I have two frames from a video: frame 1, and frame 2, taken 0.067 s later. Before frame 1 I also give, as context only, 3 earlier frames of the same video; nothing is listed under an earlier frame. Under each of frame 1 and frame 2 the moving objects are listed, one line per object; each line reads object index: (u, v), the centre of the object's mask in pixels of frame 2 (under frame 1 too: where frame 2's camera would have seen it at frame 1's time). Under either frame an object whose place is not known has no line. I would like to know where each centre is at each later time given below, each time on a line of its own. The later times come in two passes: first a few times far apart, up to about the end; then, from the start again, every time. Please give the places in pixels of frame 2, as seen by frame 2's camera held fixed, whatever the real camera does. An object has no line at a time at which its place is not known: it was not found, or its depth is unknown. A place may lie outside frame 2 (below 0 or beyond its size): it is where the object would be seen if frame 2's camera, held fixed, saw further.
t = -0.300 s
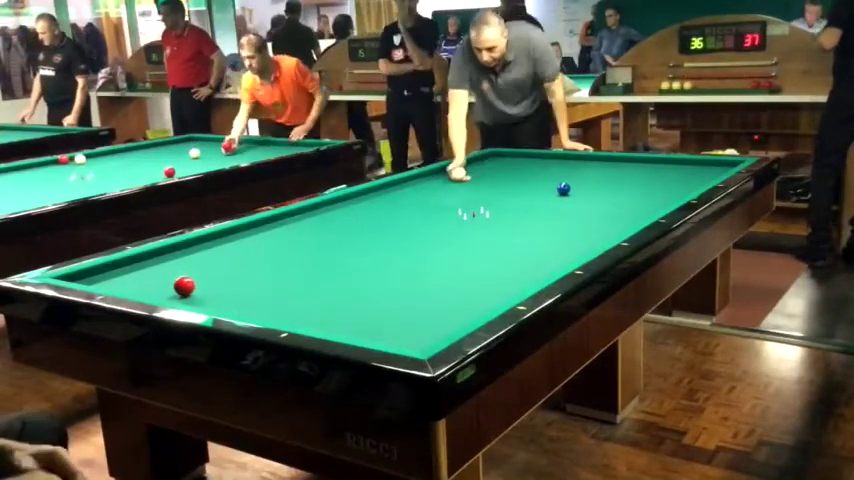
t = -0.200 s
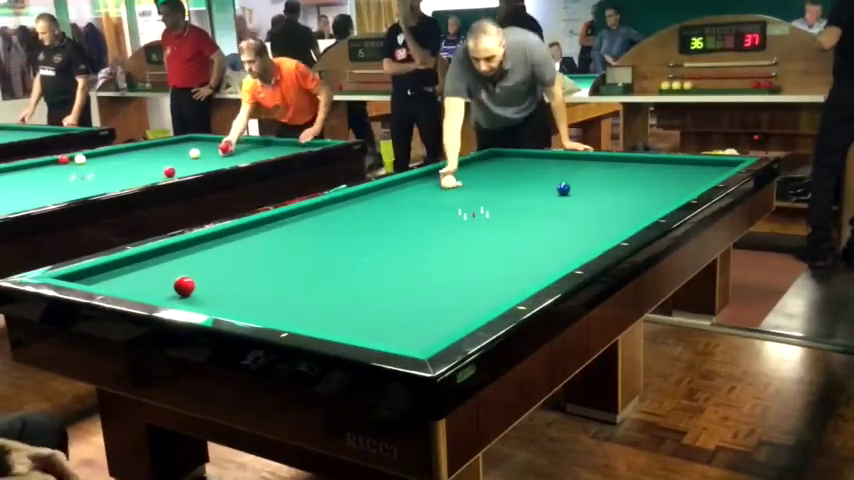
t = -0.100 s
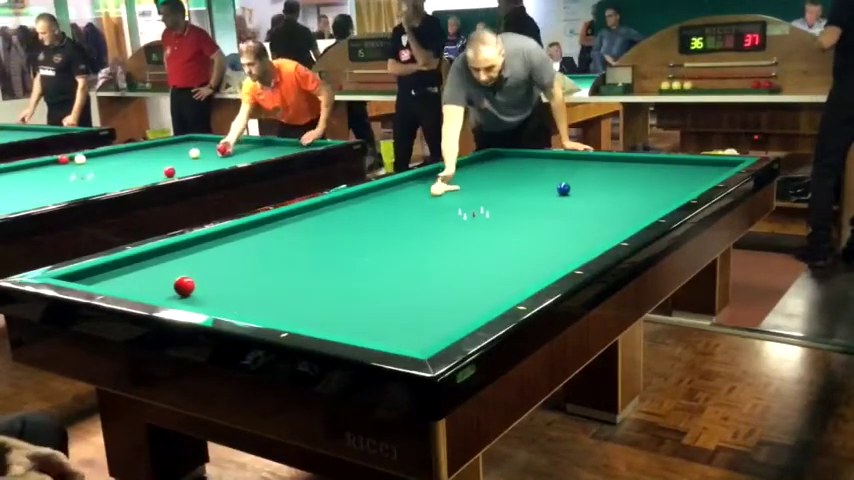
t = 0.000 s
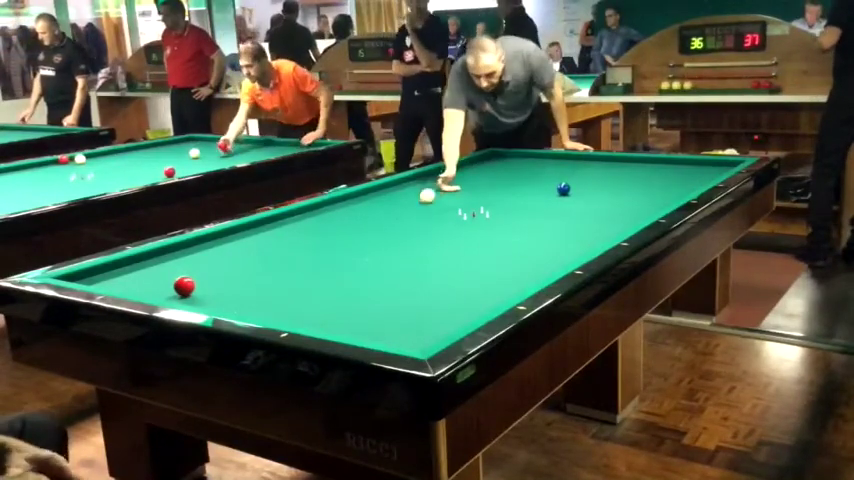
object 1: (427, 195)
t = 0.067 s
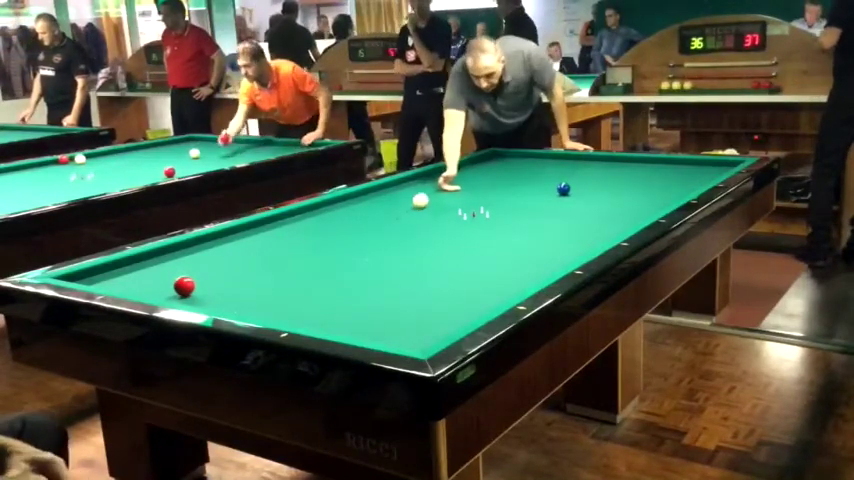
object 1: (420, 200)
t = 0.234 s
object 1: (402, 212)
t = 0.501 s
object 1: (369, 234)
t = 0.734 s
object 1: (335, 257)
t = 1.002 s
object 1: (285, 290)
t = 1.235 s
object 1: (272, 308)
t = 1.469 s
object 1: (339, 290)
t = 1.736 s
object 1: (395, 276)
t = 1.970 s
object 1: (439, 266)
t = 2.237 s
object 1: (485, 255)
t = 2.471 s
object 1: (521, 246)
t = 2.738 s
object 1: (560, 237)
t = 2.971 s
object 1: (592, 230)
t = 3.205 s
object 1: (620, 222)
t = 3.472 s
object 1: (644, 213)
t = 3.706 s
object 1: (650, 207)
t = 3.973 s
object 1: (655, 201)
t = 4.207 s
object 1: (660, 195)
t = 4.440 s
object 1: (663, 190)
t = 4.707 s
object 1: (667, 184)
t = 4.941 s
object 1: (670, 180)
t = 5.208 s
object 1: (673, 175)
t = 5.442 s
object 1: (676, 171)
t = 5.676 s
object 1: (678, 167)
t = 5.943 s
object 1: (681, 164)
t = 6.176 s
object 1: (682, 161)
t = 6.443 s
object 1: (676, 161)
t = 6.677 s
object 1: (669, 163)
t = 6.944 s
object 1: (662, 164)
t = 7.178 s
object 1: (655, 165)
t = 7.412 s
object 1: (649, 166)
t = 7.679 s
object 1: (642, 168)
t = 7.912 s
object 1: (636, 169)
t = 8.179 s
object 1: (630, 170)
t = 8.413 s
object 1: (624, 172)
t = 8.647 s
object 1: (619, 172)
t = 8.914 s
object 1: (614, 174)
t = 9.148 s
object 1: (609, 175)
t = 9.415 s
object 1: (605, 175)
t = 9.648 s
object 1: (601, 176)
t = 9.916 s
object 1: (598, 177)
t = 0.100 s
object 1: (417, 203)
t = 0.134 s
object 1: (413, 205)
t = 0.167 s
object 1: (410, 207)
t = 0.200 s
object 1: (406, 210)
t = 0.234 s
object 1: (402, 212)
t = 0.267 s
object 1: (399, 214)
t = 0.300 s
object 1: (395, 217)
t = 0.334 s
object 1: (391, 220)
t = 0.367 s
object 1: (387, 222)
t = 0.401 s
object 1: (383, 225)
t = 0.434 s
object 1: (378, 228)
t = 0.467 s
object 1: (374, 231)
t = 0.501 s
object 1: (369, 234)
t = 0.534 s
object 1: (365, 237)
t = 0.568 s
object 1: (360, 240)
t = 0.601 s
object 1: (355, 244)
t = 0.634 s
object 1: (350, 247)
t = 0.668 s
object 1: (345, 250)
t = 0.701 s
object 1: (340, 254)
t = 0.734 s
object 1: (335, 257)
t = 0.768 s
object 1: (329, 261)
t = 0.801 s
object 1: (324, 265)
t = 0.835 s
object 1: (318, 269)
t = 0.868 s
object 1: (311, 273)
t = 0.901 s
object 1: (305, 277)
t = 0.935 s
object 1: (299, 281)
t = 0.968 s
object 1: (292, 286)
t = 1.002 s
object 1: (285, 290)
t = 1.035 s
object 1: (278, 295)
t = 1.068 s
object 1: (271, 300)
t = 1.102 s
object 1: (263, 305)
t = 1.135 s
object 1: (256, 309)
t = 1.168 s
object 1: (251, 311)
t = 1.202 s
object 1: (260, 309)
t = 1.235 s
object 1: (272, 308)
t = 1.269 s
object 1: (283, 306)
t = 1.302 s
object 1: (294, 302)
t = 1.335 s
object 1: (304, 299)
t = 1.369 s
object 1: (313, 297)
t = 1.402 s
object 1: (323, 294)
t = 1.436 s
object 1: (331, 292)
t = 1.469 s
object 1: (339, 290)
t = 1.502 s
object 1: (346, 288)
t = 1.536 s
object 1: (354, 286)
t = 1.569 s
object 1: (361, 284)
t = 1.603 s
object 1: (368, 283)
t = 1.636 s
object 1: (375, 282)
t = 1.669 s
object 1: (381, 280)
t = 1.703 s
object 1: (388, 278)
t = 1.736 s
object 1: (395, 276)
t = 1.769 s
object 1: (401, 275)
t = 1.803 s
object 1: (408, 273)
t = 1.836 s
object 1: (414, 272)
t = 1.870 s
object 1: (420, 271)
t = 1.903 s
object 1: (427, 269)
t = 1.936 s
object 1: (432, 268)
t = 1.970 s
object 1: (439, 266)
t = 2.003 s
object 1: (445, 265)
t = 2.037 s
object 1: (450, 263)
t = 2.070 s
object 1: (457, 262)
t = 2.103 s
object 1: (462, 260)
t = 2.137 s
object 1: (468, 259)
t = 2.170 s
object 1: (473, 258)
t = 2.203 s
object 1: (479, 256)
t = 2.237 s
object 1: (485, 255)
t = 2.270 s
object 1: (490, 254)
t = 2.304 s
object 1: (495, 253)
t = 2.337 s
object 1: (501, 251)
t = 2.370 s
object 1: (506, 250)
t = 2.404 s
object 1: (511, 249)
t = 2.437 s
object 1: (516, 248)
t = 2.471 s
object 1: (521, 246)
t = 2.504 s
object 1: (526, 245)
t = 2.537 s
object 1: (531, 244)
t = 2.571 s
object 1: (536, 243)
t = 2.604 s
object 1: (541, 242)
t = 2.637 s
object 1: (546, 240)
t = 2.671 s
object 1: (551, 239)
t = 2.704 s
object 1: (555, 238)
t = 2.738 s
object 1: (560, 237)
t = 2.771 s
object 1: (564, 236)
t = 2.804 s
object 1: (569, 235)
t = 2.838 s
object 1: (574, 234)
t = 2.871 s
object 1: (578, 233)
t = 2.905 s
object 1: (583, 232)
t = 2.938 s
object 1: (587, 231)
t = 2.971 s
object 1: (592, 230)
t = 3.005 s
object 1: (596, 229)
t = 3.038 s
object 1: (600, 228)
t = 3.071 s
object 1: (604, 227)
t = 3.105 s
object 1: (608, 226)
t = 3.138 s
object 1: (612, 224)
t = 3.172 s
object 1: (616, 224)
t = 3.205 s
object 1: (620, 222)
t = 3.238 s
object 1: (624, 221)
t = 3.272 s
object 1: (628, 220)
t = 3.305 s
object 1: (632, 218)
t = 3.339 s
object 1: (636, 217)
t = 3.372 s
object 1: (639, 216)
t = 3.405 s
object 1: (643, 215)
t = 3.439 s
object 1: (644, 214)
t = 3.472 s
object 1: (644, 213)
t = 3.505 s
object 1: (645, 212)
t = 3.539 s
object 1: (646, 211)
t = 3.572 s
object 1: (647, 210)
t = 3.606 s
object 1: (648, 209)
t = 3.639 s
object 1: (648, 209)
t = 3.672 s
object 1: (649, 208)
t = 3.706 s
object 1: (650, 207)
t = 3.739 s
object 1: (650, 207)
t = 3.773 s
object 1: (651, 206)
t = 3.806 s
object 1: (652, 205)
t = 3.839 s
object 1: (652, 204)
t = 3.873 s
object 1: (653, 203)
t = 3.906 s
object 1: (654, 203)
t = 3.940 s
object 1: (655, 202)
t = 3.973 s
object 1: (655, 201)
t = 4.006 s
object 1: (656, 200)
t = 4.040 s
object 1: (657, 199)
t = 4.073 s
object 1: (657, 199)
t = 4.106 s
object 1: (658, 198)
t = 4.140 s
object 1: (658, 197)
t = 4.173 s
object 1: (659, 196)
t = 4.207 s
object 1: (660, 195)
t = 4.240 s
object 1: (660, 195)
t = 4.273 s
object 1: (660, 194)
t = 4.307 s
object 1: (661, 193)
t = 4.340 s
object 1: (662, 192)
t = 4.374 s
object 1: (662, 191)
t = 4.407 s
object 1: (663, 191)
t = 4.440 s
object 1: (663, 190)
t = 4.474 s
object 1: (664, 189)
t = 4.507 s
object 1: (664, 189)
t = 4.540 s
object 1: (665, 188)
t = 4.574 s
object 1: (665, 187)
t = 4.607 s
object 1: (666, 187)
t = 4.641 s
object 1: (666, 186)
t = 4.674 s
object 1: (667, 185)
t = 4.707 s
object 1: (667, 184)
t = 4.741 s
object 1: (668, 184)
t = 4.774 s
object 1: (668, 183)
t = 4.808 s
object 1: (668, 182)
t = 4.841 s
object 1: (669, 182)
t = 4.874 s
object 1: (669, 181)
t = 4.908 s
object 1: (669, 180)
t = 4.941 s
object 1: (670, 180)
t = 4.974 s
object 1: (671, 179)
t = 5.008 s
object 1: (671, 179)
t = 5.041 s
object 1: (671, 178)
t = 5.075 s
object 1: (672, 177)
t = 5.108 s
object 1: (672, 177)
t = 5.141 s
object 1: (672, 176)
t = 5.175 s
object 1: (673, 175)
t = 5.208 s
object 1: (673, 175)
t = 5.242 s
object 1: (673, 175)
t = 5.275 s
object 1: (674, 174)
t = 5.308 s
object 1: (674, 173)
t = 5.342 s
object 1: (674, 173)
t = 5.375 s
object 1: (675, 172)
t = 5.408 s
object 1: (676, 172)
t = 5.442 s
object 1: (676, 171)
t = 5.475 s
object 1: (676, 171)
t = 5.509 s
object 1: (676, 170)
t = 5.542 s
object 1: (677, 169)
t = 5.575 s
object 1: (677, 169)
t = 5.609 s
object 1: (677, 169)
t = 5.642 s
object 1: (678, 168)
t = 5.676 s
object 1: (678, 167)
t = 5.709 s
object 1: (678, 167)
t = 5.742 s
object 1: (678, 167)
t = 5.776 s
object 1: (679, 166)
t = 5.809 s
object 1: (679, 166)
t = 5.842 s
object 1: (680, 165)
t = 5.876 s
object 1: (680, 165)
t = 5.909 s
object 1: (680, 164)
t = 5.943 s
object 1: (681, 164)
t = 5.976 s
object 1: (681, 163)
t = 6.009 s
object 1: (681, 163)
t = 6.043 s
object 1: (681, 162)
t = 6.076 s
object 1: (682, 162)
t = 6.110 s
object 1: (682, 161)
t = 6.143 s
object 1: (682, 161)
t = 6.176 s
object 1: (682, 161)
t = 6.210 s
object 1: (683, 160)
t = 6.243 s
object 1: (683, 160)
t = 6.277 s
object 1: (681, 160)
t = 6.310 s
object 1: (680, 160)
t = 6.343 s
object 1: (679, 160)
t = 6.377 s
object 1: (678, 160)
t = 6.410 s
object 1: (677, 161)
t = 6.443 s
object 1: (676, 161)
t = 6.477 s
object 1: (676, 161)
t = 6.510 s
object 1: (674, 161)
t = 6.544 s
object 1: (673, 162)
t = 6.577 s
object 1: (672, 162)
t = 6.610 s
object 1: (671, 162)
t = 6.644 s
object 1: (670, 162)
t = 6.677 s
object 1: (669, 163)
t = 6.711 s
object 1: (668, 163)
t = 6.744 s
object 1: (667, 163)
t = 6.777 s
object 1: (666, 163)
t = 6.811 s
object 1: (665, 163)
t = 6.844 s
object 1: (664, 163)
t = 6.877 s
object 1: (663, 163)
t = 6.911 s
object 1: (662, 164)
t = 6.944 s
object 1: (662, 164)
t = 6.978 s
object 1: (661, 164)
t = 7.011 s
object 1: (660, 165)
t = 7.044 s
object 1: (658, 165)
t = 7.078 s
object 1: (658, 165)
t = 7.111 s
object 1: (657, 165)
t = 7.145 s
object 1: (656, 165)
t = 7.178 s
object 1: (655, 165)
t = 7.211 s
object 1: (654, 166)
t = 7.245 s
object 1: (653, 166)
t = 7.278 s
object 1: (652, 166)
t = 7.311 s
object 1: (651, 166)
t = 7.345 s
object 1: (651, 166)
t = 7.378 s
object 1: (650, 166)
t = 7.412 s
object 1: (649, 166)
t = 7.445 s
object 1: (648, 167)
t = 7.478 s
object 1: (647, 167)
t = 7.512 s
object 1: (646, 167)
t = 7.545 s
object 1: (645, 167)
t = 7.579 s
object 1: (644, 167)
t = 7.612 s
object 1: (643, 168)
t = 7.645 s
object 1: (643, 168)
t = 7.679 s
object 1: (642, 168)
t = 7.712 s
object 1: (641, 168)
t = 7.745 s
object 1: (640, 168)
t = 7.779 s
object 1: (639, 168)
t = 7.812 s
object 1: (638, 169)
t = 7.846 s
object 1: (638, 169)
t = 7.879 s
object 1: (637, 169)
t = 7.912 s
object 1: (636, 169)
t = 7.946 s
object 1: (635, 169)
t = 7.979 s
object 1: (634, 169)
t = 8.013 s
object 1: (633, 170)
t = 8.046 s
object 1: (632, 170)
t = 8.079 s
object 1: (632, 170)
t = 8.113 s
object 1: (631, 170)
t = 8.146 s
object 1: (630, 170)
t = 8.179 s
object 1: (630, 170)
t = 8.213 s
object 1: (629, 171)
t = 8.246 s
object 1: (628, 171)
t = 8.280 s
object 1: (627, 171)
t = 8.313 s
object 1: (627, 171)
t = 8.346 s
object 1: (626, 171)
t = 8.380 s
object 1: (625, 171)
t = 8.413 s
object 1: (624, 172)
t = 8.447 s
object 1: (624, 172)
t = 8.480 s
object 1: (623, 172)
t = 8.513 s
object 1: (622, 172)
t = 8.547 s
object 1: (622, 172)
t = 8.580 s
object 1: (621, 172)
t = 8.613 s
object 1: (620, 172)
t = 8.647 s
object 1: (619, 172)
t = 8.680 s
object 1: (618, 173)
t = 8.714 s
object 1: (618, 173)
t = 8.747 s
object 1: (617, 173)
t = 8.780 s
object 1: (617, 173)
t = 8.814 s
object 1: (616, 173)
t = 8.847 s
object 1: (615, 173)
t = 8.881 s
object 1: (614, 173)
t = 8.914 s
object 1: (614, 174)
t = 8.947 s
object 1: (613, 174)
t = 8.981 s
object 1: (613, 174)
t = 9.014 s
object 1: (612, 174)
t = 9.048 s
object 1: (612, 174)
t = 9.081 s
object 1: (611, 174)
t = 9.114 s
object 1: (610, 175)
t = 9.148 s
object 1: (609, 175)
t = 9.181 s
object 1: (609, 175)
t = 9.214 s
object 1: (608, 175)
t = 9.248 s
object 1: (608, 175)
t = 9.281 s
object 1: (607, 175)
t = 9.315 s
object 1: (607, 175)
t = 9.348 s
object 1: (606, 175)
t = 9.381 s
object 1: (605, 175)
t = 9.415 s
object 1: (605, 175)
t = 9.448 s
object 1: (604, 176)
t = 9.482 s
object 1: (604, 176)
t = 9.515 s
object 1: (604, 176)
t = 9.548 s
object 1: (603, 176)
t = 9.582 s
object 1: (603, 176)
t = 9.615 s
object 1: (602, 176)
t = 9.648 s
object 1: (601, 176)
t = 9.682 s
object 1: (601, 176)
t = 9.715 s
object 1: (600, 176)
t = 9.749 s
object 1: (600, 177)
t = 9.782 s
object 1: (599, 177)
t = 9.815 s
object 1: (599, 177)
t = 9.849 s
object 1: (598, 177)
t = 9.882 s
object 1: (598, 177)
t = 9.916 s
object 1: (598, 177)
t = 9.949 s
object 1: (598, 177)
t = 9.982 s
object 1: (597, 177)
